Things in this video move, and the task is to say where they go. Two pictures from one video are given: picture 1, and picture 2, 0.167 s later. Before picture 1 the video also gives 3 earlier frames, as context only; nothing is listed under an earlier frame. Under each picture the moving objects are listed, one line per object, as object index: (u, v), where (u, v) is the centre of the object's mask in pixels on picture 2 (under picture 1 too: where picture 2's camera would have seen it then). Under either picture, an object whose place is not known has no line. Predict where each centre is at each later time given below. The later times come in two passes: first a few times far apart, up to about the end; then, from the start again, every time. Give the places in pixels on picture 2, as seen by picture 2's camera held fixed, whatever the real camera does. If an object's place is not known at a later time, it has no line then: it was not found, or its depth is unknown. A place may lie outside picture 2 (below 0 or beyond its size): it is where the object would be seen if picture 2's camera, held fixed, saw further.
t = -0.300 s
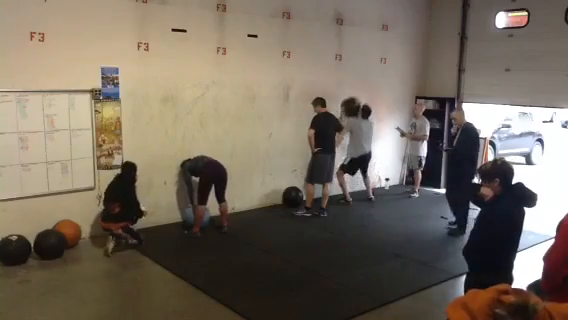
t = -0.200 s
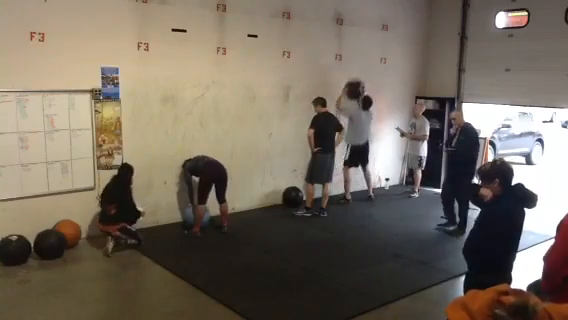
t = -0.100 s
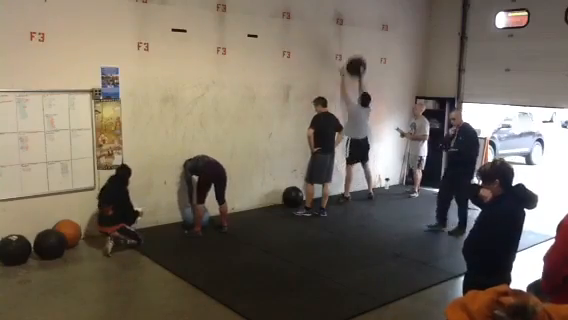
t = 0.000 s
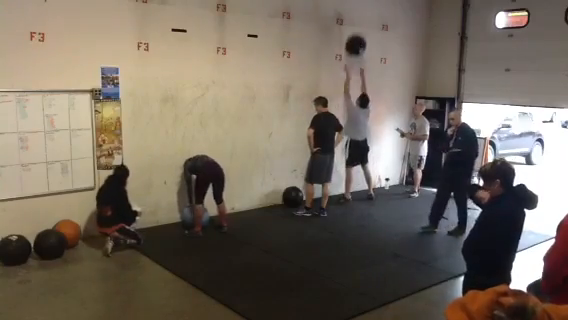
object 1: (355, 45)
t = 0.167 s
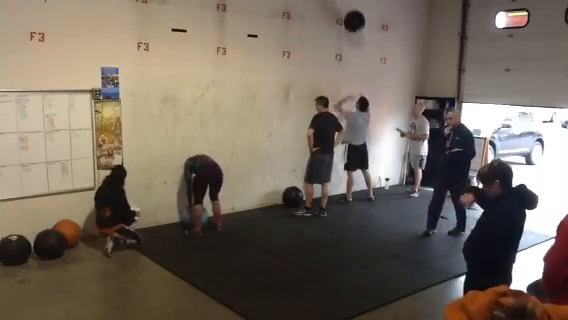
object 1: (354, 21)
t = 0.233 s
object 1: (353, 16)
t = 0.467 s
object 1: (349, 18)
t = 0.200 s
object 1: (353, 18)
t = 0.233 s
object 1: (353, 16)
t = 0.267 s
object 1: (353, 14)
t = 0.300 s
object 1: (352, 13)
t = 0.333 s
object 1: (352, 13)
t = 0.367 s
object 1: (351, 13)
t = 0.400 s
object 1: (351, 14)
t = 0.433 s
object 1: (350, 16)
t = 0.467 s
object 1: (349, 18)
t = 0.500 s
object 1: (349, 21)
